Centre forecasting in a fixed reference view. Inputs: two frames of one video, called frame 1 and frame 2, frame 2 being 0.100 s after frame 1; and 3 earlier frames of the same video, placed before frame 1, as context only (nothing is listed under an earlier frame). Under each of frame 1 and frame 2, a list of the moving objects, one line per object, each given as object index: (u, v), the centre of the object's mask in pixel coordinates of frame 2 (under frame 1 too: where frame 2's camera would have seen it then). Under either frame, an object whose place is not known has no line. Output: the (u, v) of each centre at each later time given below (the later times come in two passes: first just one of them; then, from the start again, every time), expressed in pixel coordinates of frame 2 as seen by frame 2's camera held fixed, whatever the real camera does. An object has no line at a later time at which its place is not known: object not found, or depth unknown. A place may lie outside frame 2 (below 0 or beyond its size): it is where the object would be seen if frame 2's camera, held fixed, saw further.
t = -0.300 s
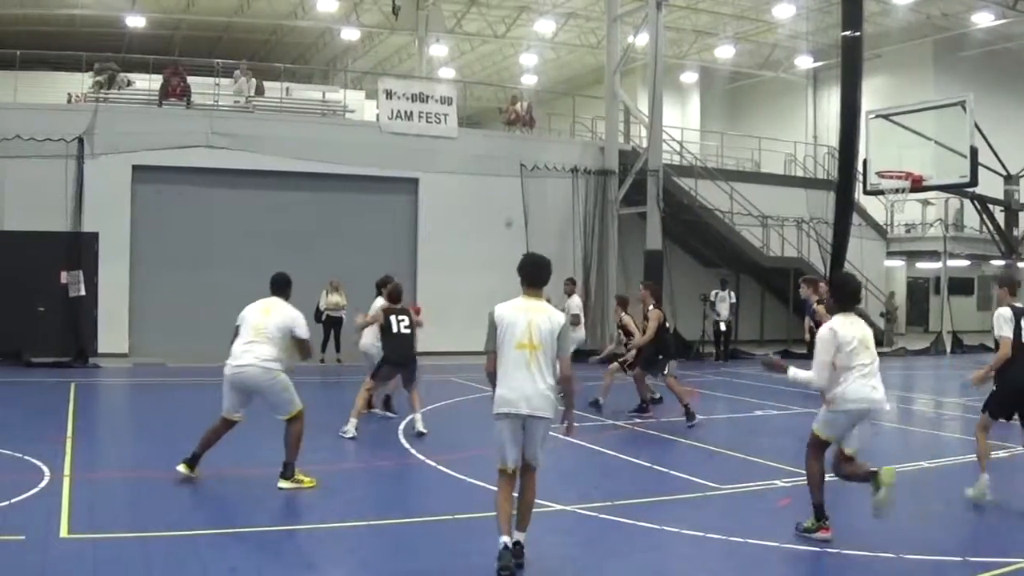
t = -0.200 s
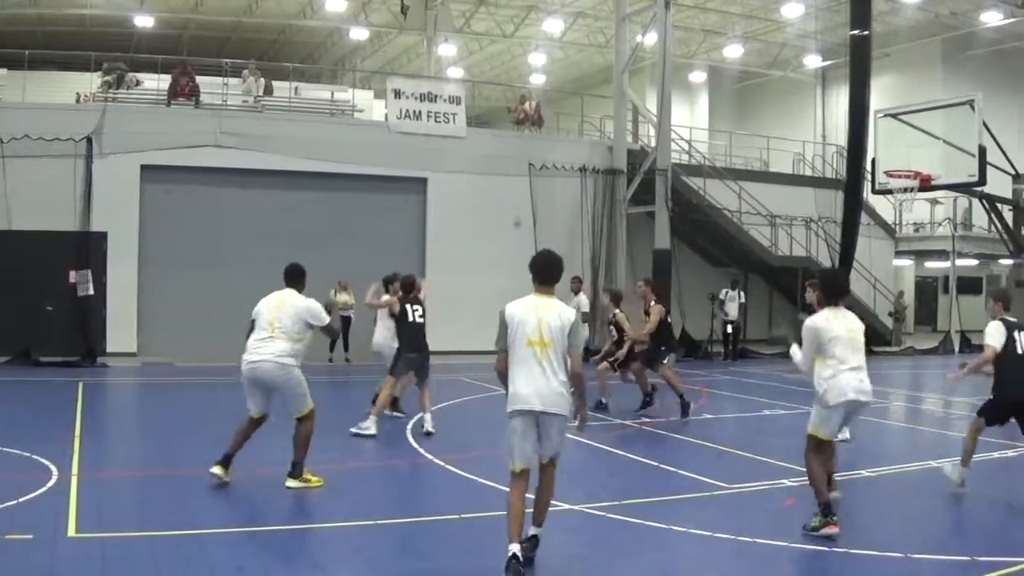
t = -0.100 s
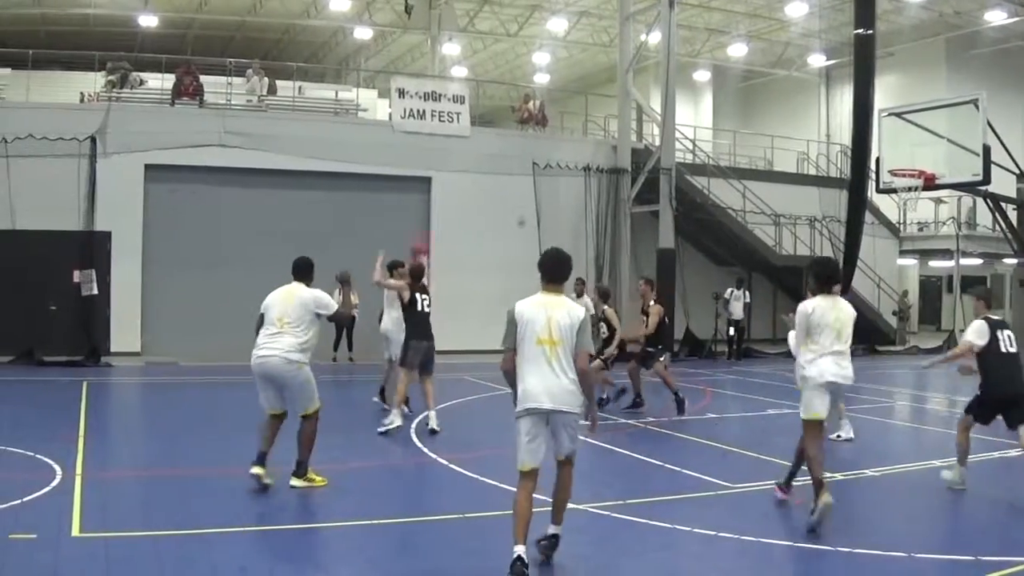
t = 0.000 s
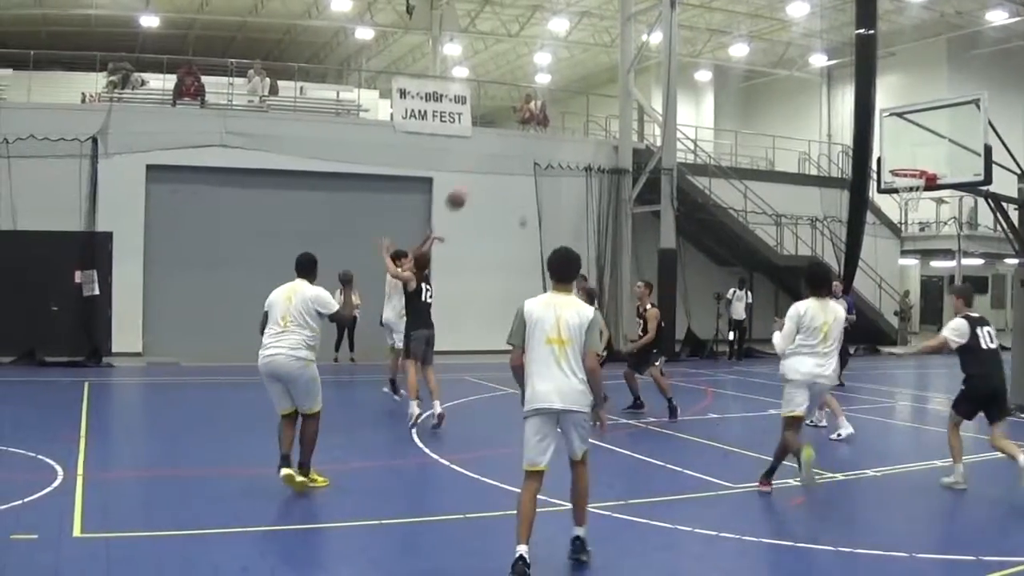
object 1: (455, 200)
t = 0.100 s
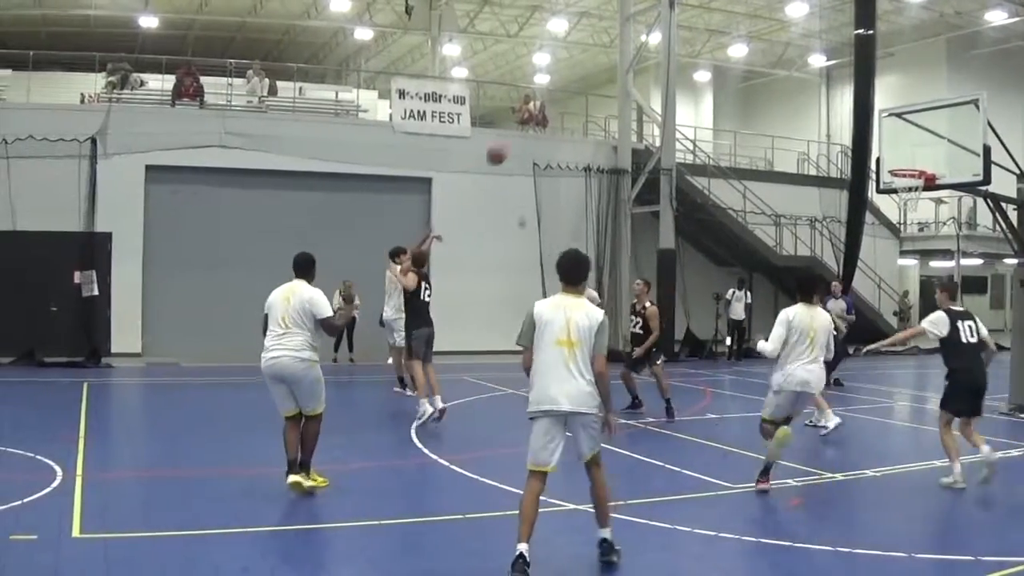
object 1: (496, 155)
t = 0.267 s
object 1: (563, 99)
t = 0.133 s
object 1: (510, 142)
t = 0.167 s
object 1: (524, 129)
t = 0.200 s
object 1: (541, 119)
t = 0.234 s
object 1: (552, 109)
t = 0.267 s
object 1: (563, 99)
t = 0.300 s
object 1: (576, 90)
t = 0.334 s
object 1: (585, 82)
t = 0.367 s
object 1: (596, 74)
